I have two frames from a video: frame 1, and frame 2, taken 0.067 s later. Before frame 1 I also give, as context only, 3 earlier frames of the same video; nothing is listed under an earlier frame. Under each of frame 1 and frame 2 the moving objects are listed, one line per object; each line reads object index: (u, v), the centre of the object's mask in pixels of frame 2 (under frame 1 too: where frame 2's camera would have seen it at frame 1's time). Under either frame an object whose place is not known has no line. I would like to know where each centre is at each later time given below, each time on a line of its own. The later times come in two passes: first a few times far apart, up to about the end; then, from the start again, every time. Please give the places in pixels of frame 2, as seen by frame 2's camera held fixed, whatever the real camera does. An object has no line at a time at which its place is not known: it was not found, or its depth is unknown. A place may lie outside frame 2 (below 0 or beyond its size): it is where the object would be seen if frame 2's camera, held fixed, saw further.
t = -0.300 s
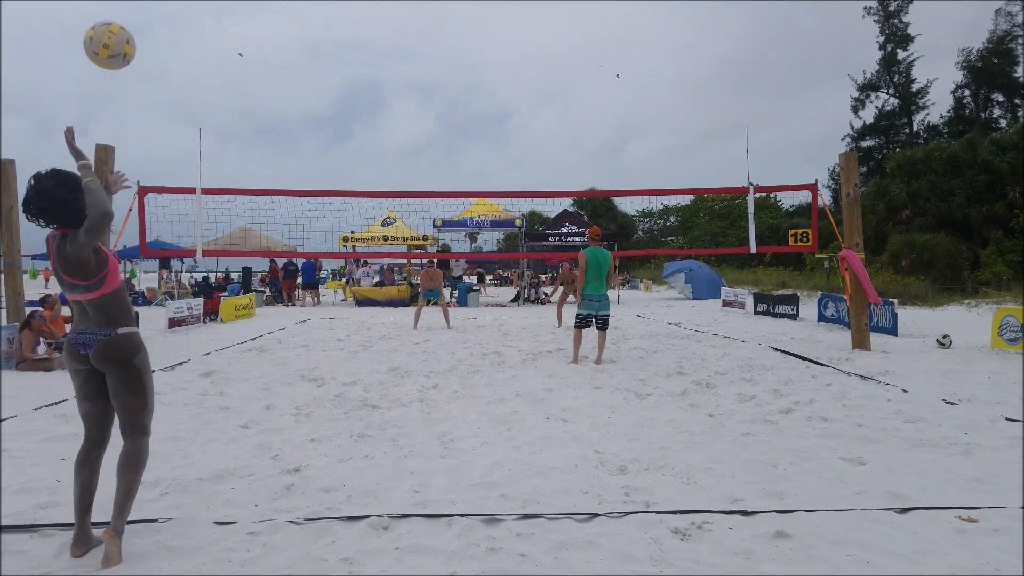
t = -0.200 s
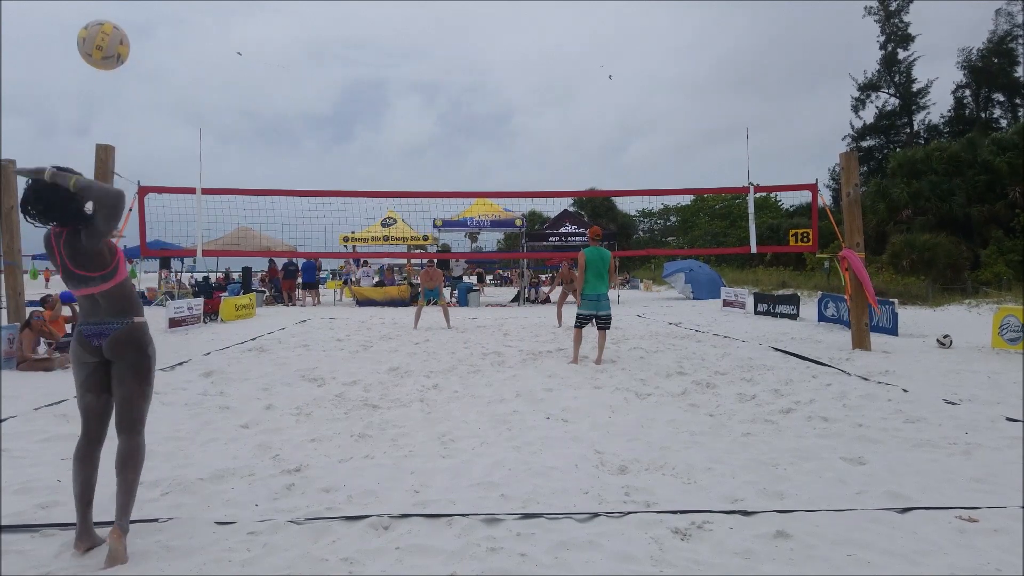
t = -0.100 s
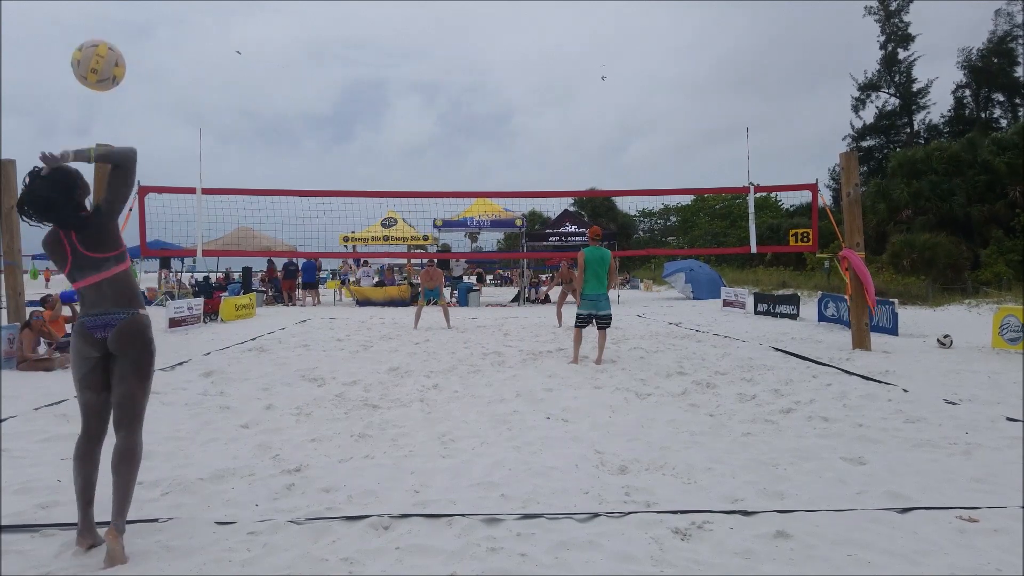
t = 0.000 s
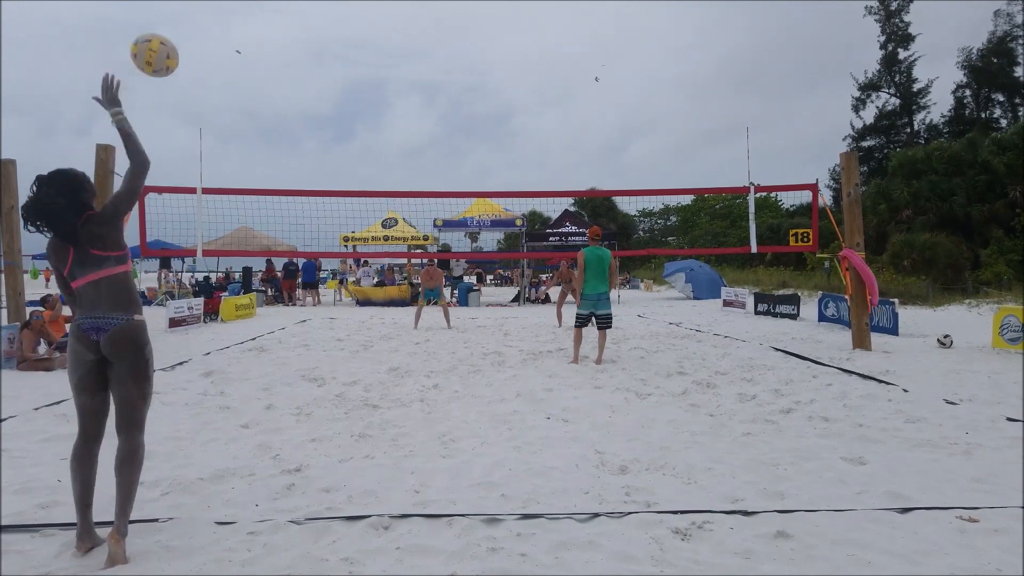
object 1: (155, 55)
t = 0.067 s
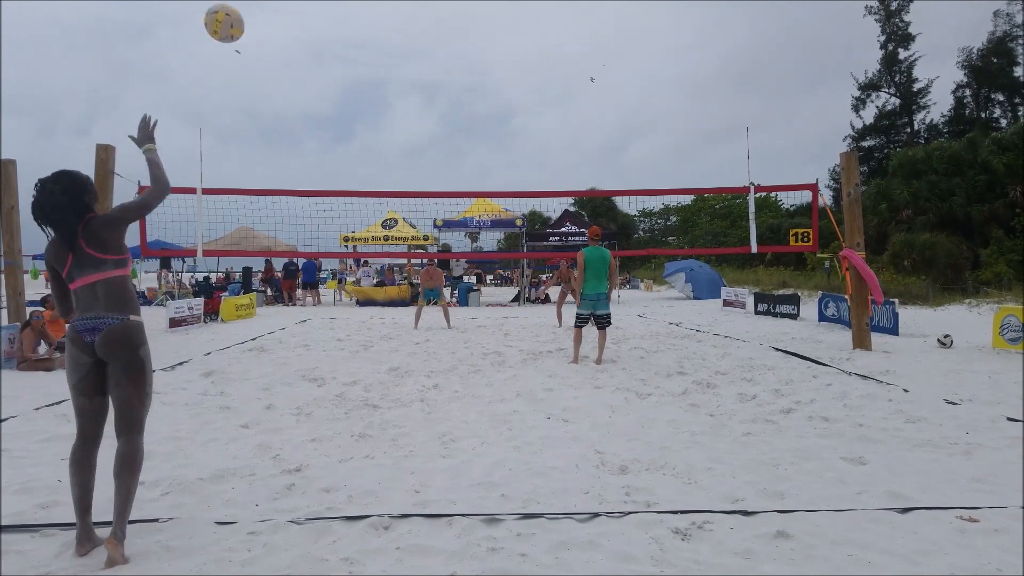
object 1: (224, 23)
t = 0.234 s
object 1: (342, 5)
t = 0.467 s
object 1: (439, 19)
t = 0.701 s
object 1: (500, 70)
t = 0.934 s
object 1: (541, 138)
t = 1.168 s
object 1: (573, 215)
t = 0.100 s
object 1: (253, 15)
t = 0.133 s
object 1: (279, 10)
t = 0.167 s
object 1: (302, 7)
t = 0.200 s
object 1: (323, 6)
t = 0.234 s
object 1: (342, 5)
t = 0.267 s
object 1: (359, 5)
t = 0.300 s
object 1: (375, 5)
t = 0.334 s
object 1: (390, 6)
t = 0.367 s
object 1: (404, 7)
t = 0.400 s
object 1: (416, 9)
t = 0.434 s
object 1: (428, 13)
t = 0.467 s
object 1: (439, 19)
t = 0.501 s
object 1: (450, 25)
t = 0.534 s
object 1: (459, 31)
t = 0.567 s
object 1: (468, 38)
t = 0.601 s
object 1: (477, 45)
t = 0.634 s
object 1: (485, 53)
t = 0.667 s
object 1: (493, 62)
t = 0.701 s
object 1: (500, 70)
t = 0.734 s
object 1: (507, 79)
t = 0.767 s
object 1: (513, 88)
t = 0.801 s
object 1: (519, 98)
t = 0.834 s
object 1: (525, 107)
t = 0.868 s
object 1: (531, 117)
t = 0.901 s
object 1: (536, 128)
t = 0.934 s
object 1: (541, 138)
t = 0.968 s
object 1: (546, 148)
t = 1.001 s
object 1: (551, 159)
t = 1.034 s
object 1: (556, 170)
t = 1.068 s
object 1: (560, 181)
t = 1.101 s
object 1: (565, 189)
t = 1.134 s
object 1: (569, 204)
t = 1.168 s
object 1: (573, 215)
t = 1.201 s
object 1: (578, 225)
